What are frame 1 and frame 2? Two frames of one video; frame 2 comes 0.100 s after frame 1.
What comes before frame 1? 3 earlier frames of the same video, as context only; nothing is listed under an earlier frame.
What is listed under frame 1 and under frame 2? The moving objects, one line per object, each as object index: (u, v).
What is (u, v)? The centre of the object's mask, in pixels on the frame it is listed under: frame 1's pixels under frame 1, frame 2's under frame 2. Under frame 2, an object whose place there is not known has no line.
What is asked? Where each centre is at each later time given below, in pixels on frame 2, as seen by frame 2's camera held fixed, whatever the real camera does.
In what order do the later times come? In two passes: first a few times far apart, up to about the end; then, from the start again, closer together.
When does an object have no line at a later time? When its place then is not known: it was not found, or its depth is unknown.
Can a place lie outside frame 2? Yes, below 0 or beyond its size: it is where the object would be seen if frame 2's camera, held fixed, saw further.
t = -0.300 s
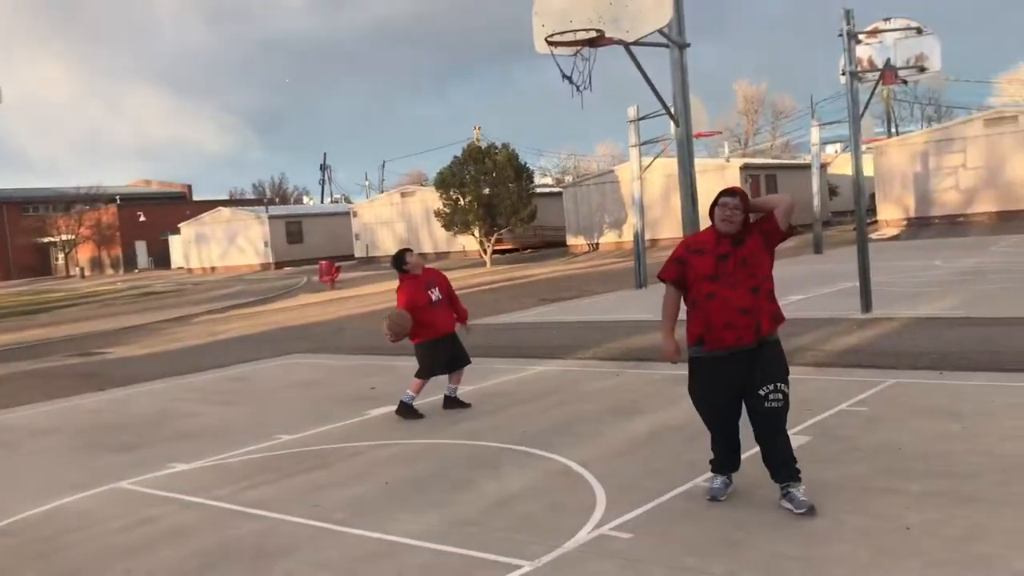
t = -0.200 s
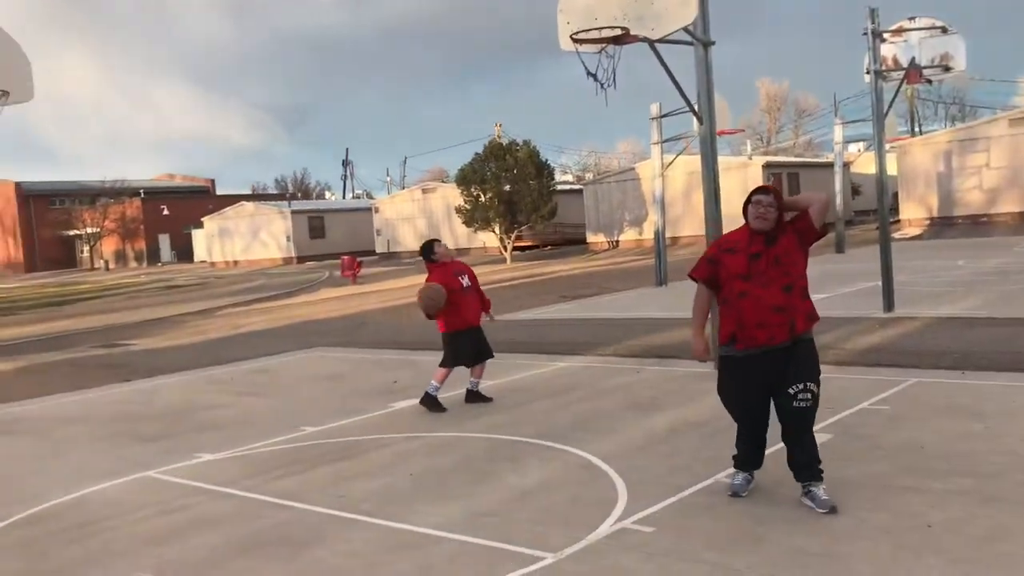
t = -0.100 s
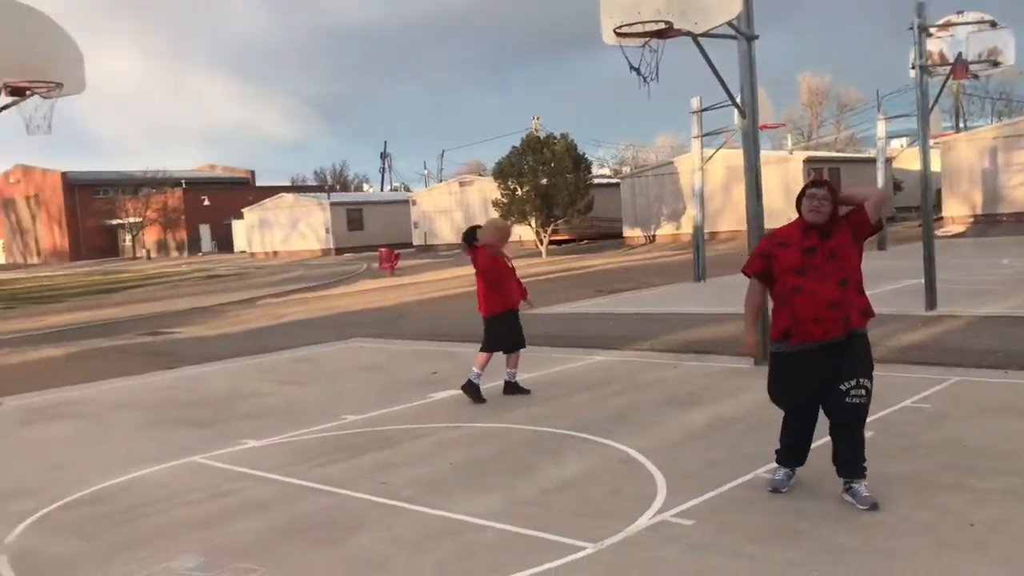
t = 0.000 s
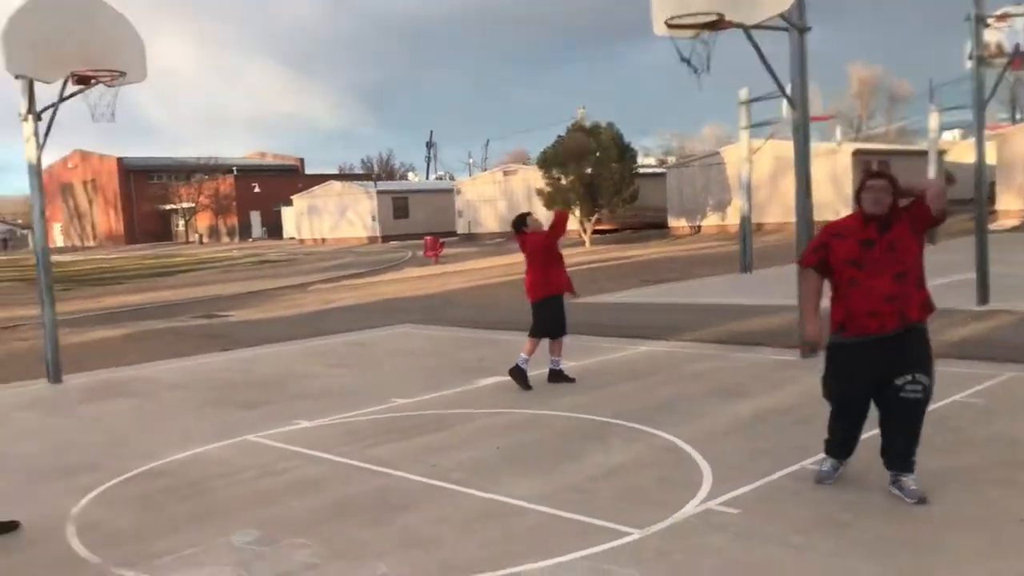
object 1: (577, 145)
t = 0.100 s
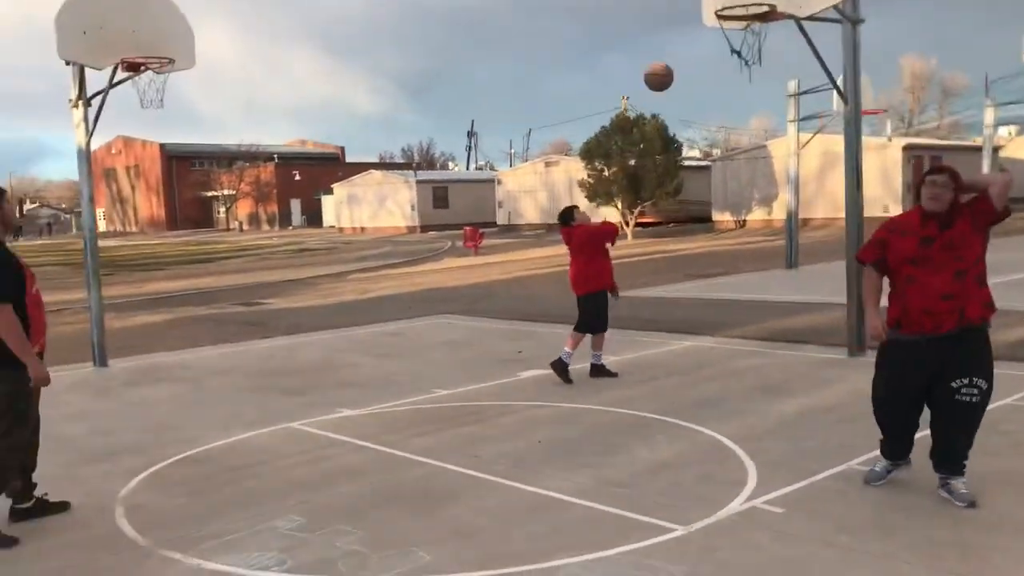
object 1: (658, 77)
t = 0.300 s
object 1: (681, 12)
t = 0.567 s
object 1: (605, 42)
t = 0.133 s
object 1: (671, 59)
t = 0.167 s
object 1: (683, 42)
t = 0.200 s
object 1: (695, 27)
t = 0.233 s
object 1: (701, 15)
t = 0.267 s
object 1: (692, 13)
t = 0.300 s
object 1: (681, 12)
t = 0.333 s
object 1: (671, 11)
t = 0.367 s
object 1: (662, 11)
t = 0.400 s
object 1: (652, 14)
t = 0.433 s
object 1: (642, 17)
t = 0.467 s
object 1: (632, 21)
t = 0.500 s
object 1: (623, 27)
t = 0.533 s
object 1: (614, 33)
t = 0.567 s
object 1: (605, 42)
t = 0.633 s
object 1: (587, 60)
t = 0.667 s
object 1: (578, 71)
